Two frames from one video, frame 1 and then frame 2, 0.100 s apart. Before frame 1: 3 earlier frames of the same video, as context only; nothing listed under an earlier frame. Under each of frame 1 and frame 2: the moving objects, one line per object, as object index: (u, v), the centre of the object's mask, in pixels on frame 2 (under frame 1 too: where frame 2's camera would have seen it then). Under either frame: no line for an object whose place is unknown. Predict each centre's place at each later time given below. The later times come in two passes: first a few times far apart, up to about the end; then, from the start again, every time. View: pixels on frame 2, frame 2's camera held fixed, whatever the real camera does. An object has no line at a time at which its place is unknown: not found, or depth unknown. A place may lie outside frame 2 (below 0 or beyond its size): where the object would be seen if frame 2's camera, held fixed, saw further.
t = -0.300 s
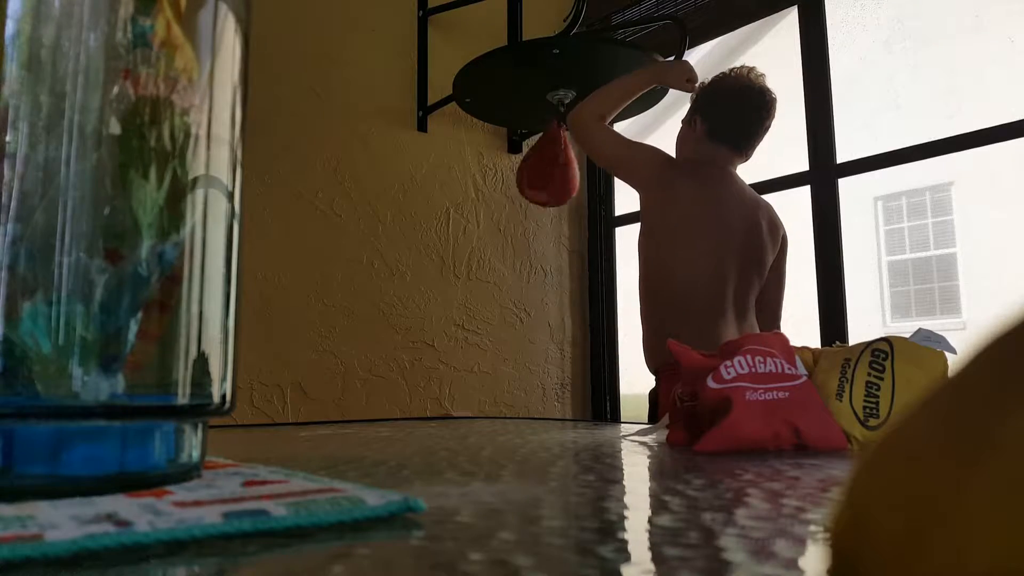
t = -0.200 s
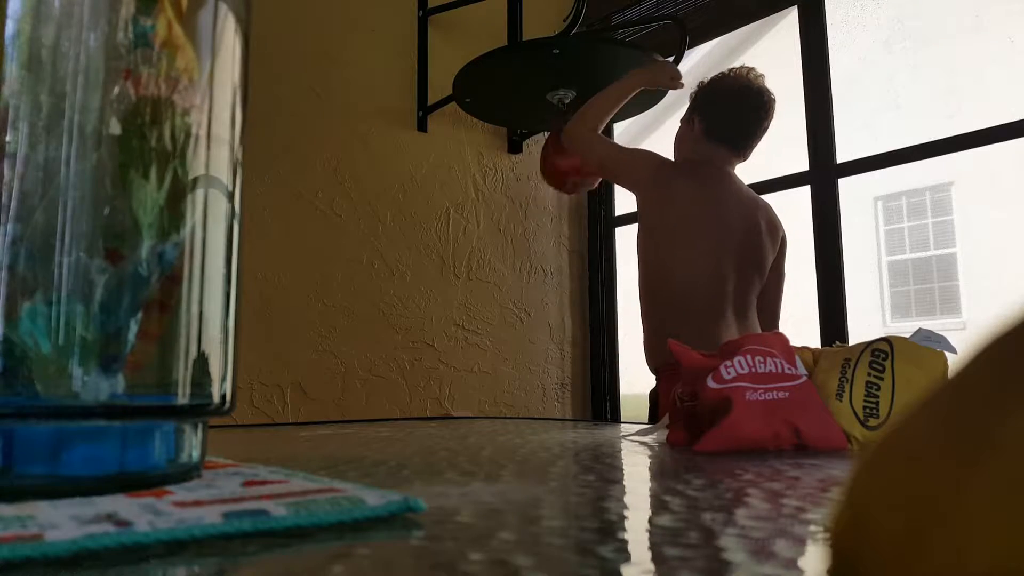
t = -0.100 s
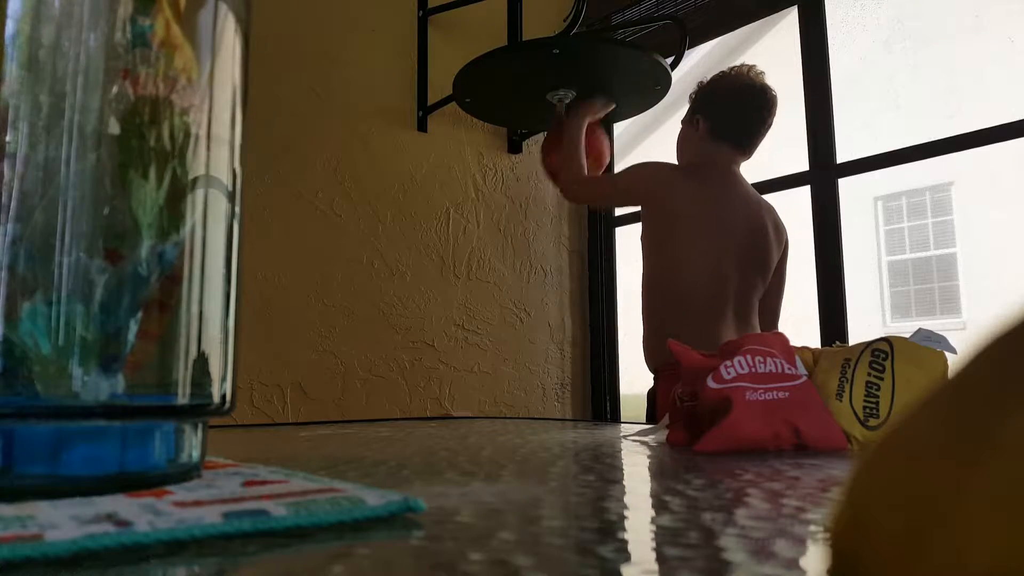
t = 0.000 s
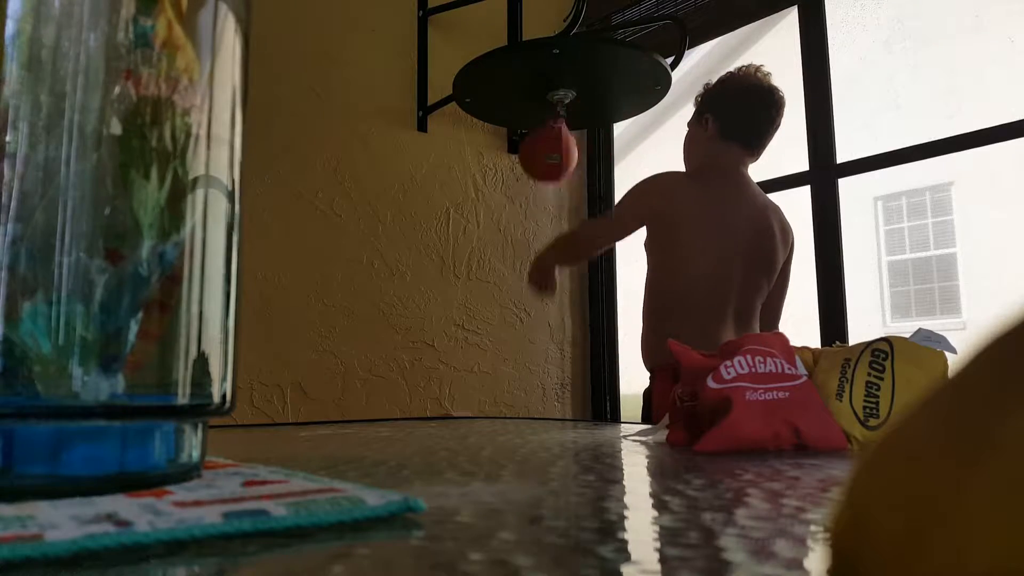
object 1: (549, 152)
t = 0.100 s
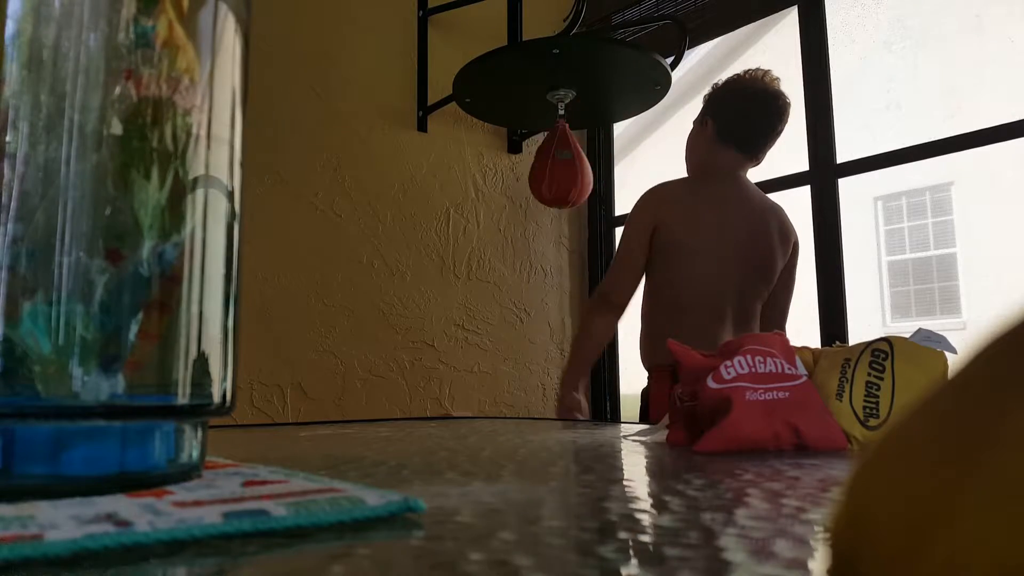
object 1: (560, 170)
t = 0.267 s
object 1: (576, 120)
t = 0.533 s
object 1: (550, 155)
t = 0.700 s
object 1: (570, 156)
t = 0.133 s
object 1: (567, 163)
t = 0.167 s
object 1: (574, 146)
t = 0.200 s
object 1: (577, 118)
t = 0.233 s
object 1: (577, 97)
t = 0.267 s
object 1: (576, 120)
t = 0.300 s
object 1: (572, 145)
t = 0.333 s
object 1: (566, 161)
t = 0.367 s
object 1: (560, 169)
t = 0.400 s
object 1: (555, 169)
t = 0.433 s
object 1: (552, 164)
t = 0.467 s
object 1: (549, 155)
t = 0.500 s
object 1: (547, 147)
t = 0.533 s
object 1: (550, 155)
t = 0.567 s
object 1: (553, 163)
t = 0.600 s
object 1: (556, 168)
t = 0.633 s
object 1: (561, 170)
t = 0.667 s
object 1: (565, 166)
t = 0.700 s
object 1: (570, 156)
